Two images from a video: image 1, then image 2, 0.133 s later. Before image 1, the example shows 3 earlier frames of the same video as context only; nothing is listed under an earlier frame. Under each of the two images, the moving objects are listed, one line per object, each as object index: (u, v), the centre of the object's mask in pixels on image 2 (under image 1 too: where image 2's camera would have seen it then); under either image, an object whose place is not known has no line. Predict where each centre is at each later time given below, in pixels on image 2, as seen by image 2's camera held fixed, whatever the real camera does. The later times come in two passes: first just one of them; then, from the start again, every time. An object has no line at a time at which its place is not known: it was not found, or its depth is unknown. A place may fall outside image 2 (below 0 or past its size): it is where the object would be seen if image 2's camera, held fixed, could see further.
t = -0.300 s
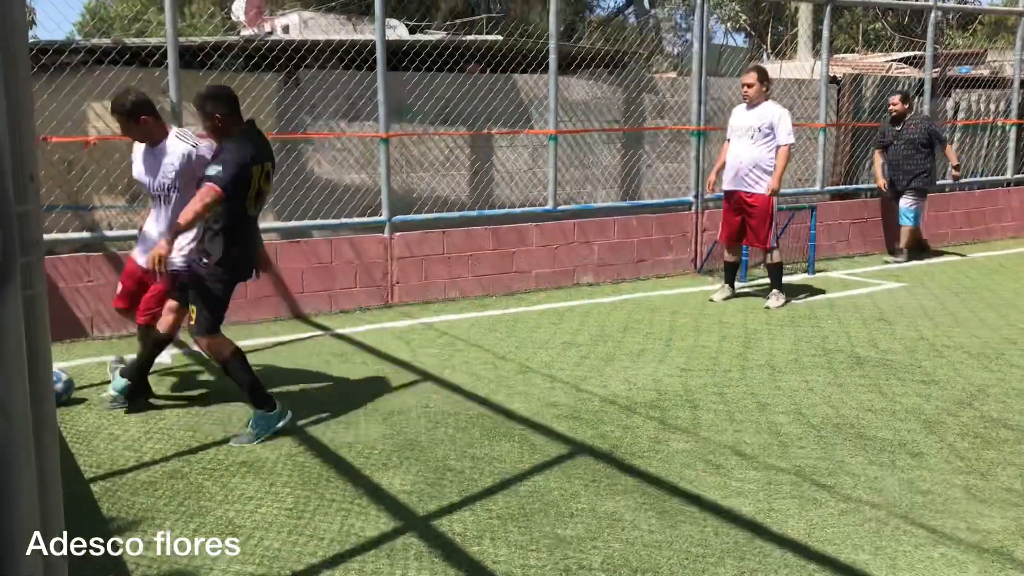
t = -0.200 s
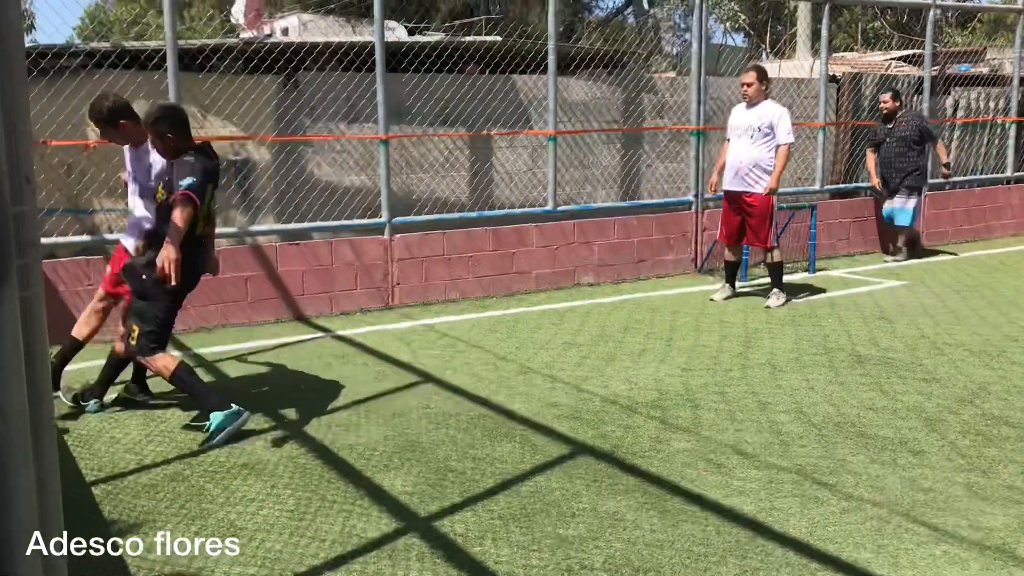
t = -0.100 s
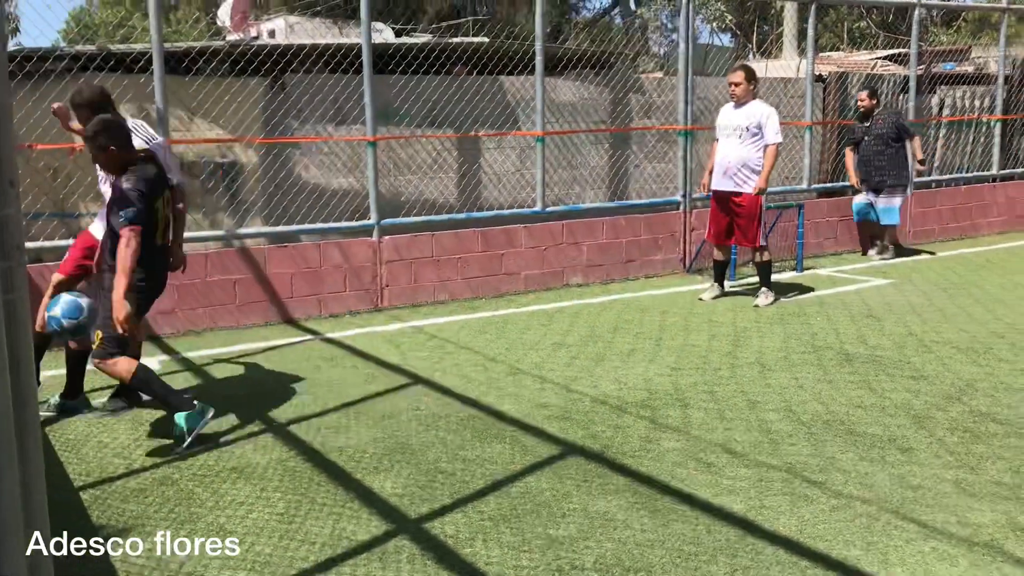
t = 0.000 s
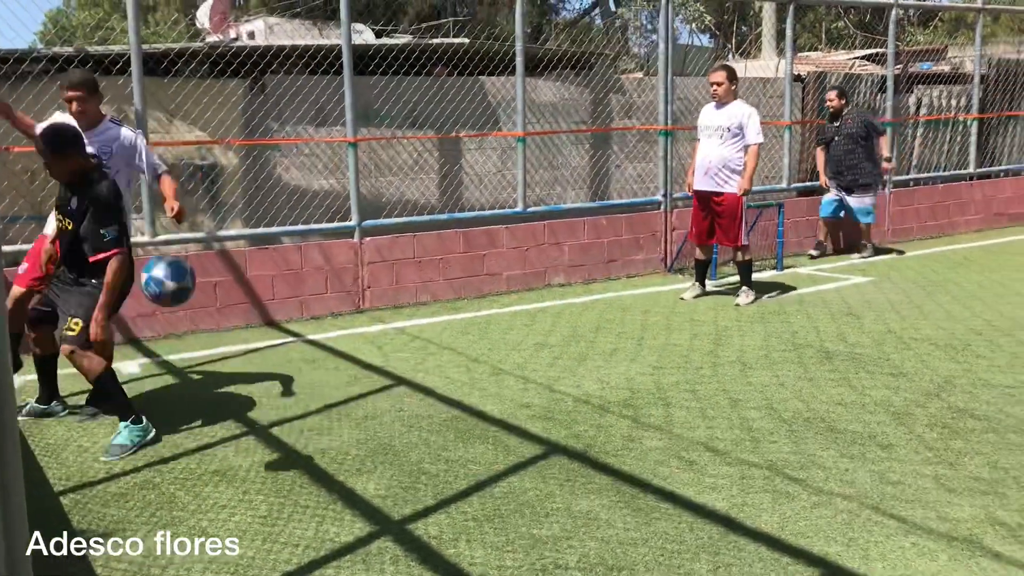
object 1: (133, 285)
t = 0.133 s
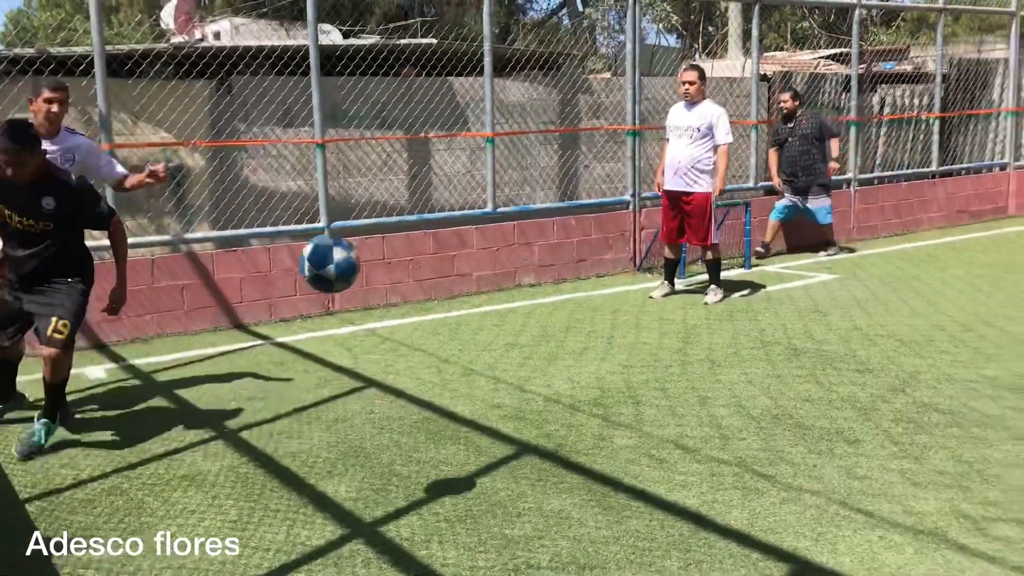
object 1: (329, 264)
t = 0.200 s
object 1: (445, 272)
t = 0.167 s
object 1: (385, 266)
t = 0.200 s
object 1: (445, 272)
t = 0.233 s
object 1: (506, 282)
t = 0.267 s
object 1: (571, 296)
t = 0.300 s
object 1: (643, 314)
